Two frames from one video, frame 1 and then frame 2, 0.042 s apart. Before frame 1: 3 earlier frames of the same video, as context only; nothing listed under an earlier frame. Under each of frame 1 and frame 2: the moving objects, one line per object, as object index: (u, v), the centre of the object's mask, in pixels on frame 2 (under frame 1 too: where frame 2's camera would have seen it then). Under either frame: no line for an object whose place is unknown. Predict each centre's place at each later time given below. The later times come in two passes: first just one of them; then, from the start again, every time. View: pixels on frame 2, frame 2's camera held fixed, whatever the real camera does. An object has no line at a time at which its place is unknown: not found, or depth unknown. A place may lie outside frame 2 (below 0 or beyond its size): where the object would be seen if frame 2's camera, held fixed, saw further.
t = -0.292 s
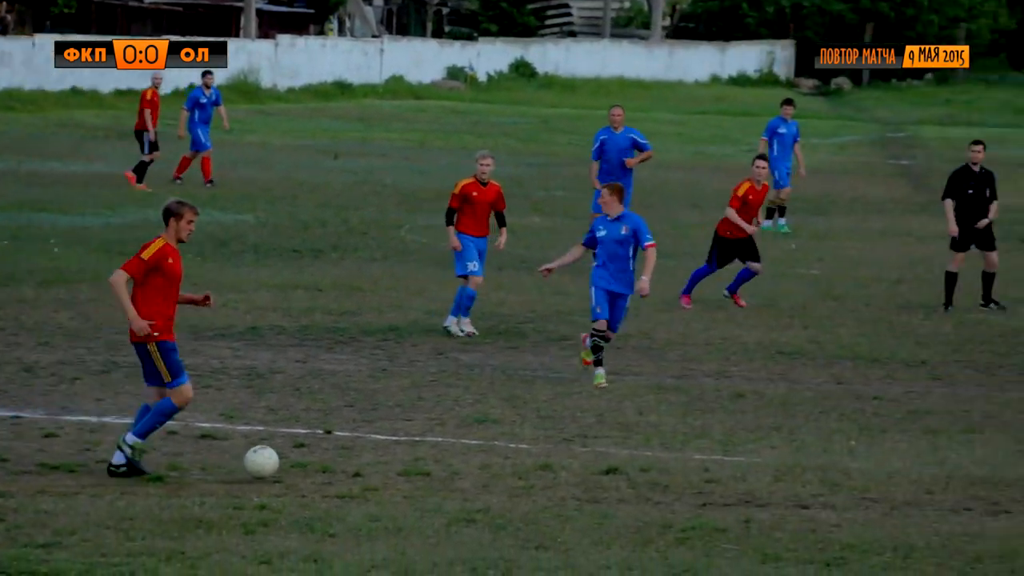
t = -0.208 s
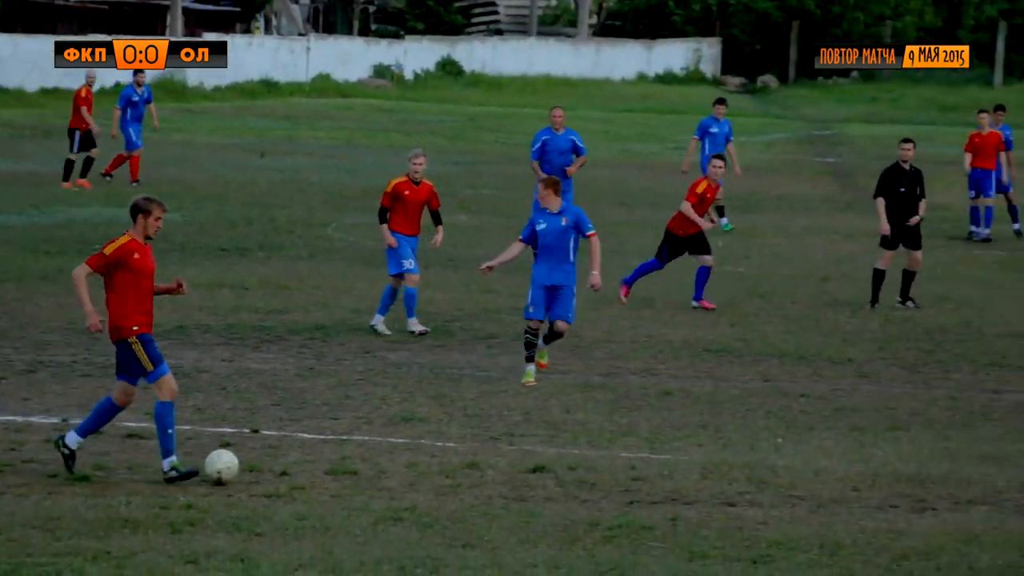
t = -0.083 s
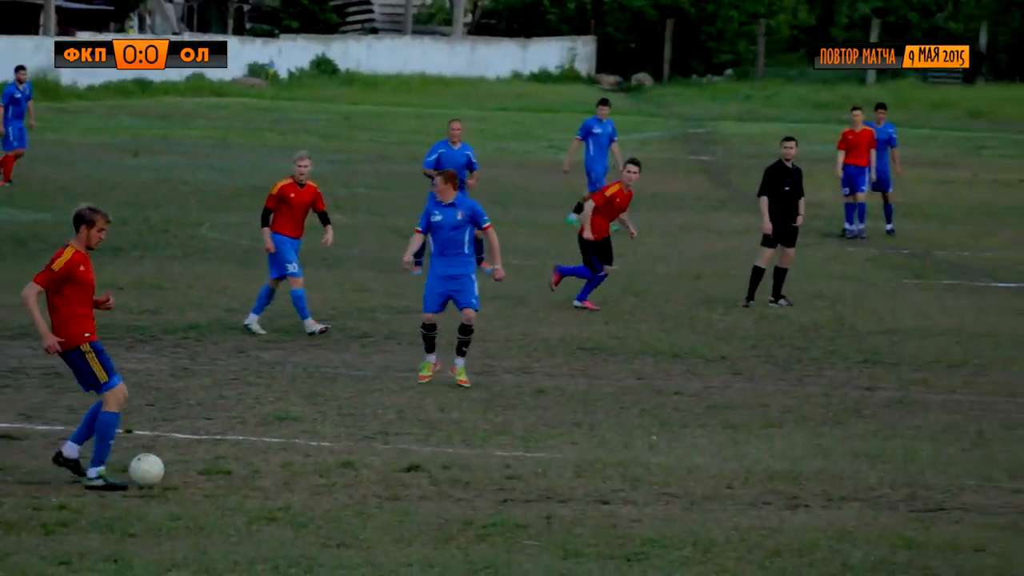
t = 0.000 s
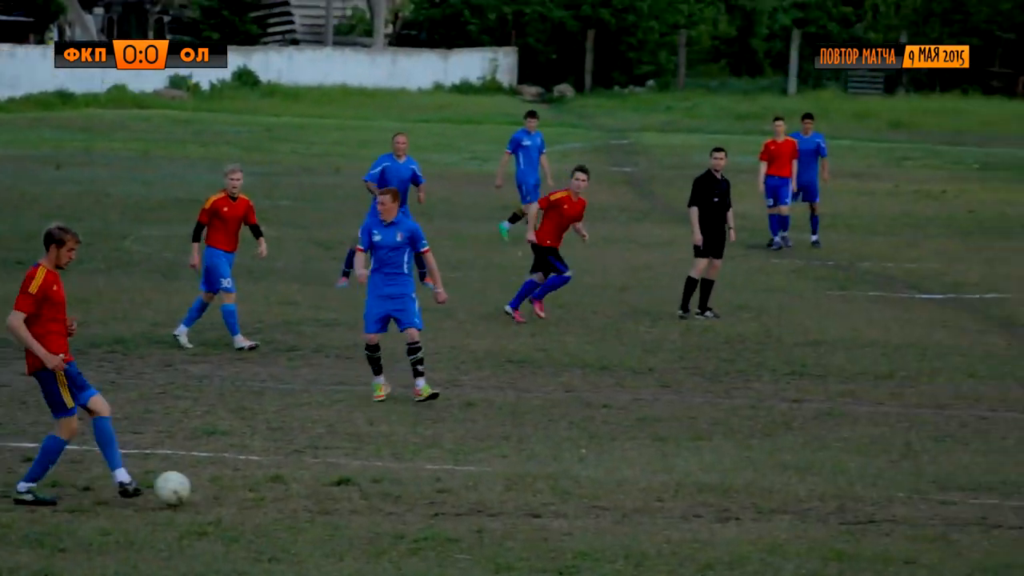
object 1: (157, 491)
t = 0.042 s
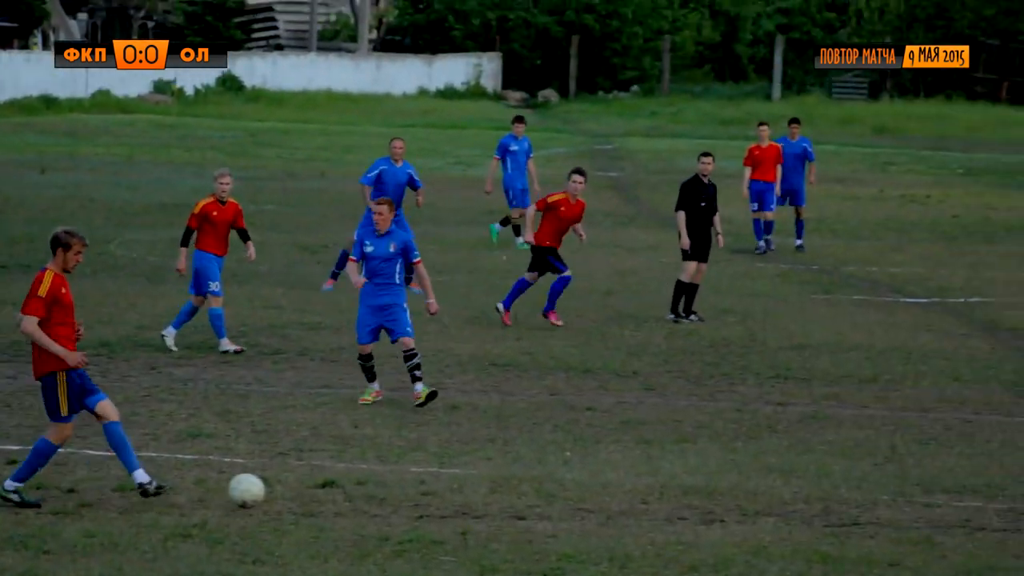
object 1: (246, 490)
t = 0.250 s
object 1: (685, 510)
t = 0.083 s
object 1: (338, 492)
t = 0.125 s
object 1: (428, 499)
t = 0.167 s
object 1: (518, 508)
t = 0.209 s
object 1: (608, 518)
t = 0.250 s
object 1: (685, 510)
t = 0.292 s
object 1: (761, 505)
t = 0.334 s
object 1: (838, 504)
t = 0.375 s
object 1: (915, 504)
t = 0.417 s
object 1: (995, 511)
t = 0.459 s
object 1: (1078, 518)
